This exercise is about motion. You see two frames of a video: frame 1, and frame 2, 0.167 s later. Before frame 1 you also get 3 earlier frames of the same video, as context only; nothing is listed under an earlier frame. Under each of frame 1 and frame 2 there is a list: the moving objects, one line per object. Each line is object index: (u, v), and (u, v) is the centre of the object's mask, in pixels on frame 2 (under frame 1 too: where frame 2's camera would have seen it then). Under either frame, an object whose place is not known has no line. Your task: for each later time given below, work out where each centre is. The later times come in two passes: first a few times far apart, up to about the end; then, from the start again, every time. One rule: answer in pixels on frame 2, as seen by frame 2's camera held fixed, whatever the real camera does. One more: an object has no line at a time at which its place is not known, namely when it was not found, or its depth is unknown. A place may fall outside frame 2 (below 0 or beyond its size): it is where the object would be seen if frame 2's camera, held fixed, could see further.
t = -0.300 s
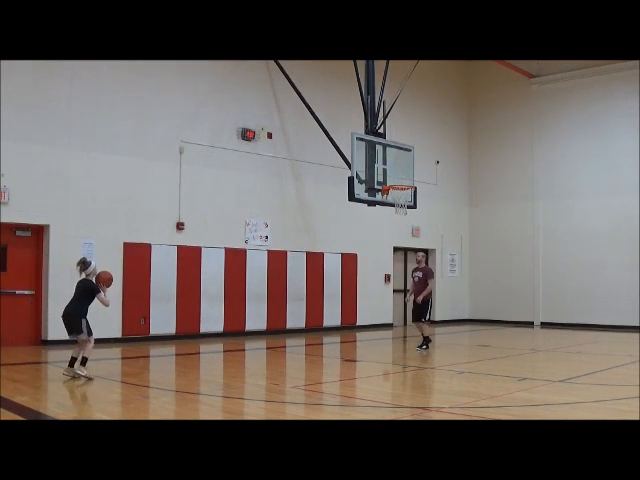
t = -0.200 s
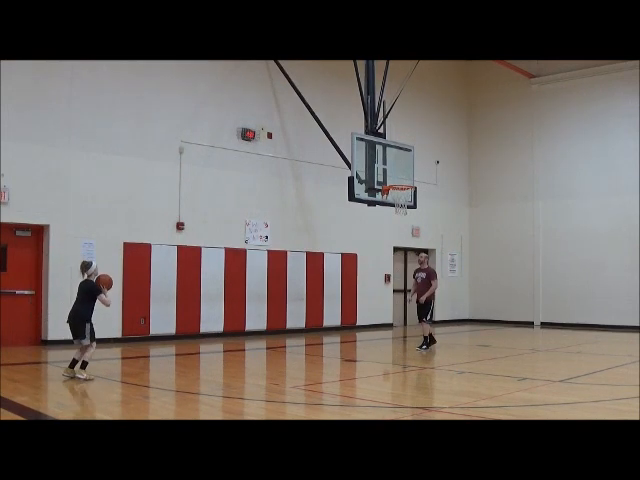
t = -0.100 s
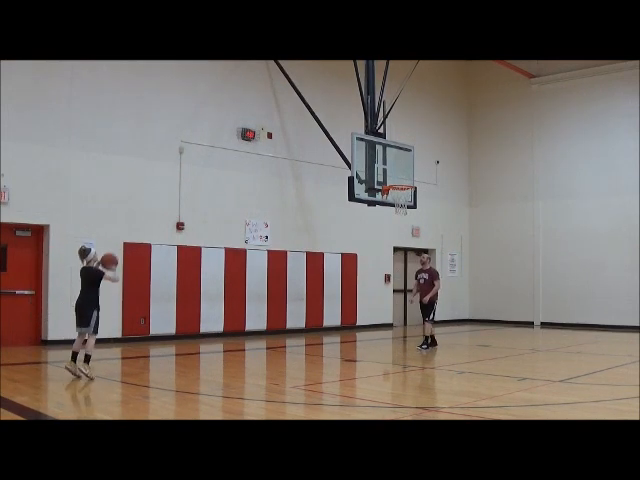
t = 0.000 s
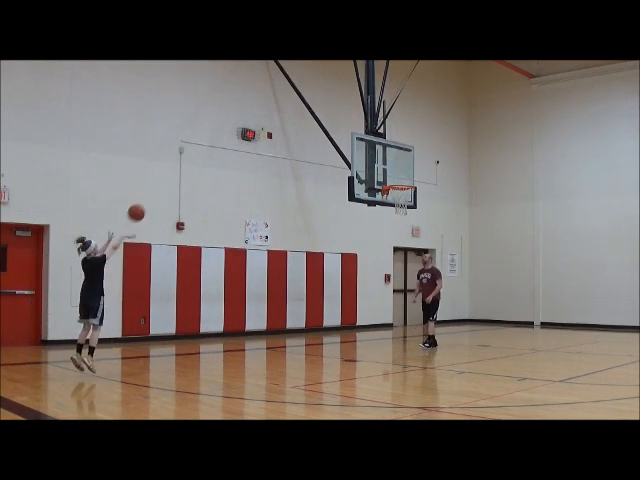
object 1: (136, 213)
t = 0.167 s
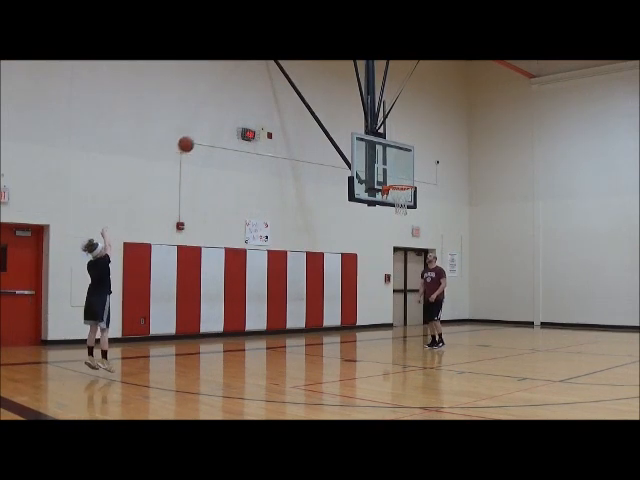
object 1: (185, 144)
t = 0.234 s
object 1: (203, 125)
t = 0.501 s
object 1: (269, 81)
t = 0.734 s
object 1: (317, 81)
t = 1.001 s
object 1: (364, 117)
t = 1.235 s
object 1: (400, 175)
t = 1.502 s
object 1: (409, 213)
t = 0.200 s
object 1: (195, 134)
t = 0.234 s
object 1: (203, 125)
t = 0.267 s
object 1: (212, 116)
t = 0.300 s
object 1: (221, 108)
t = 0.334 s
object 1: (230, 102)
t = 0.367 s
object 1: (238, 96)
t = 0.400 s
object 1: (246, 91)
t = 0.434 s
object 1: (254, 87)
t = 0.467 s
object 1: (261, 83)
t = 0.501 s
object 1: (269, 81)
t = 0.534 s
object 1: (276, 79)
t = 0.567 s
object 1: (283, 78)
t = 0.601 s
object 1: (290, 77)
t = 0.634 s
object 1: (297, 77)
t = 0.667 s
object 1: (304, 78)
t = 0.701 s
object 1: (310, 79)
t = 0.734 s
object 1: (317, 81)
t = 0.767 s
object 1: (323, 84)
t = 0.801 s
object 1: (329, 87)
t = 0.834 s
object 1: (335, 90)
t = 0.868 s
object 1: (341, 95)
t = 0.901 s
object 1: (347, 100)
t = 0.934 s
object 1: (353, 105)
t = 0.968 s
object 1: (358, 111)
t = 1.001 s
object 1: (364, 117)
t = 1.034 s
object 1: (369, 123)
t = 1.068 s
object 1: (375, 131)
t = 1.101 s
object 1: (381, 138)
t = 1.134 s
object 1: (385, 148)
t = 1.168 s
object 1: (390, 157)
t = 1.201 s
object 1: (395, 166)
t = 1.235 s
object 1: (400, 175)
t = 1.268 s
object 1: (405, 185)
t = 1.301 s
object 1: (410, 195)
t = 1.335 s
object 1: (411, 201)
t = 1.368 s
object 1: (411, 203)
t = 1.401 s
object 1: (411, 203)
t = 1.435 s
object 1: (410, 206)
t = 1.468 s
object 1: (409, 209)
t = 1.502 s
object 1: (409, 213)
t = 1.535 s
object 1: (408, 216)
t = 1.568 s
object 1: (408, 221)
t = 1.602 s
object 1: (407, 226)
